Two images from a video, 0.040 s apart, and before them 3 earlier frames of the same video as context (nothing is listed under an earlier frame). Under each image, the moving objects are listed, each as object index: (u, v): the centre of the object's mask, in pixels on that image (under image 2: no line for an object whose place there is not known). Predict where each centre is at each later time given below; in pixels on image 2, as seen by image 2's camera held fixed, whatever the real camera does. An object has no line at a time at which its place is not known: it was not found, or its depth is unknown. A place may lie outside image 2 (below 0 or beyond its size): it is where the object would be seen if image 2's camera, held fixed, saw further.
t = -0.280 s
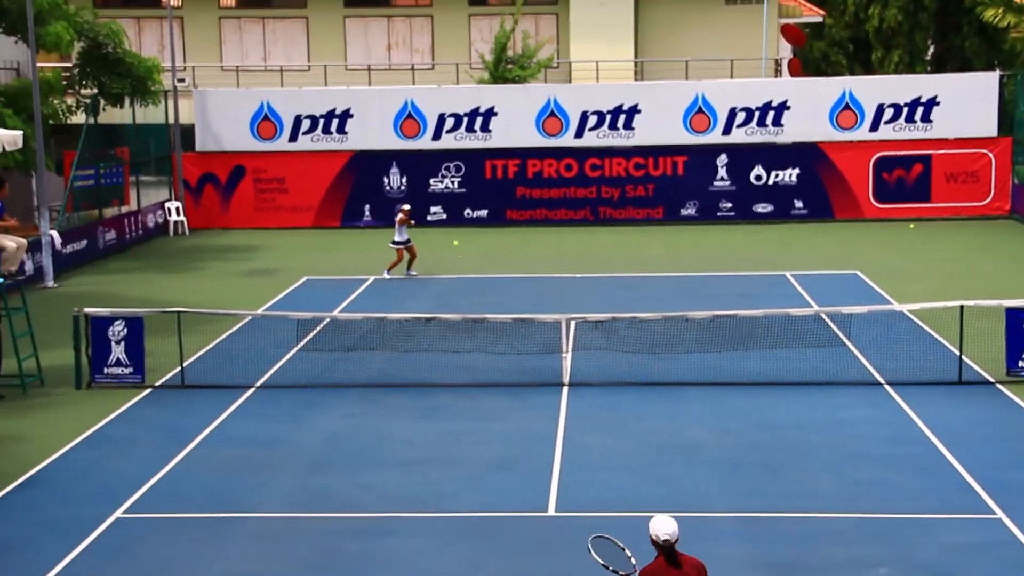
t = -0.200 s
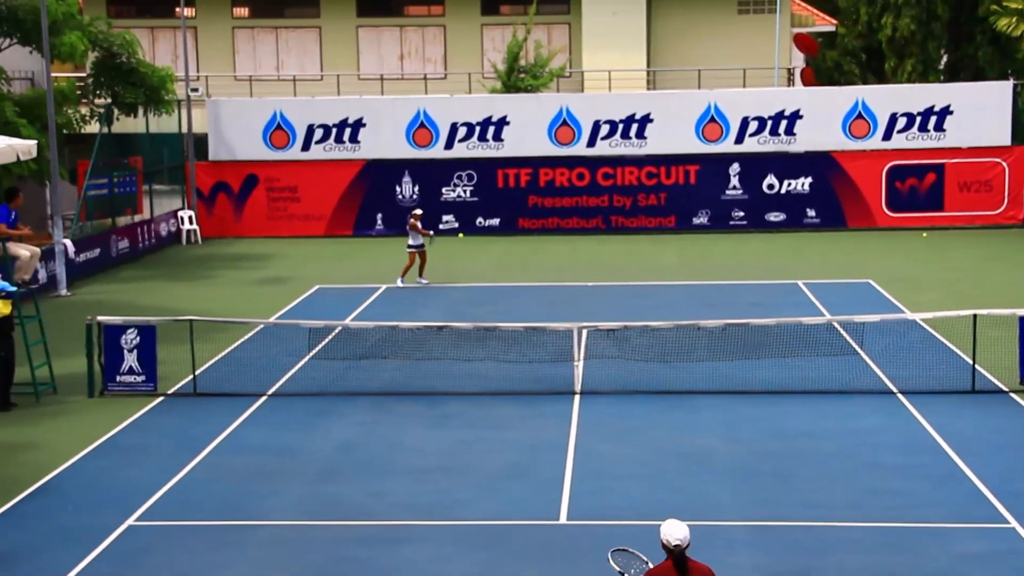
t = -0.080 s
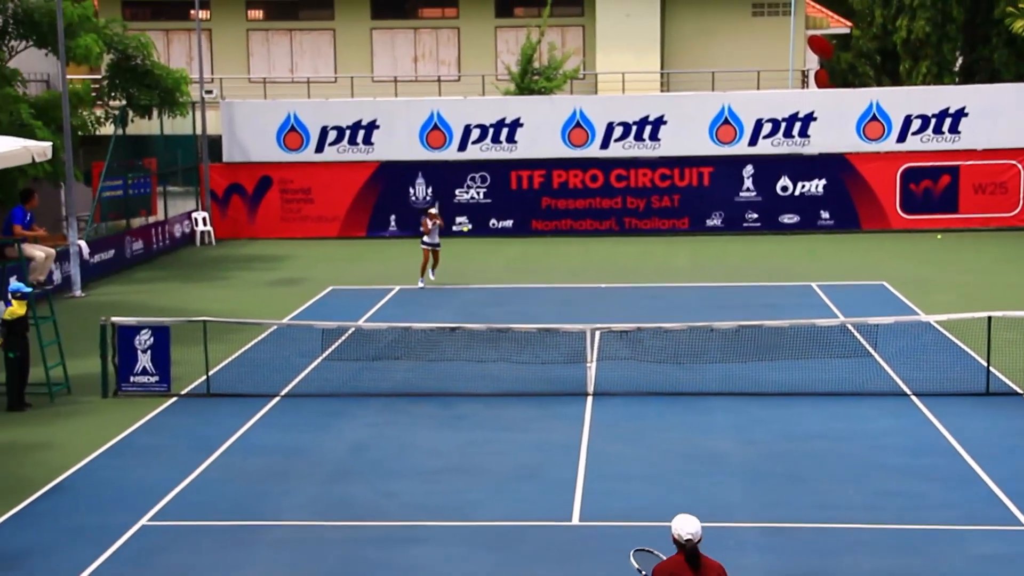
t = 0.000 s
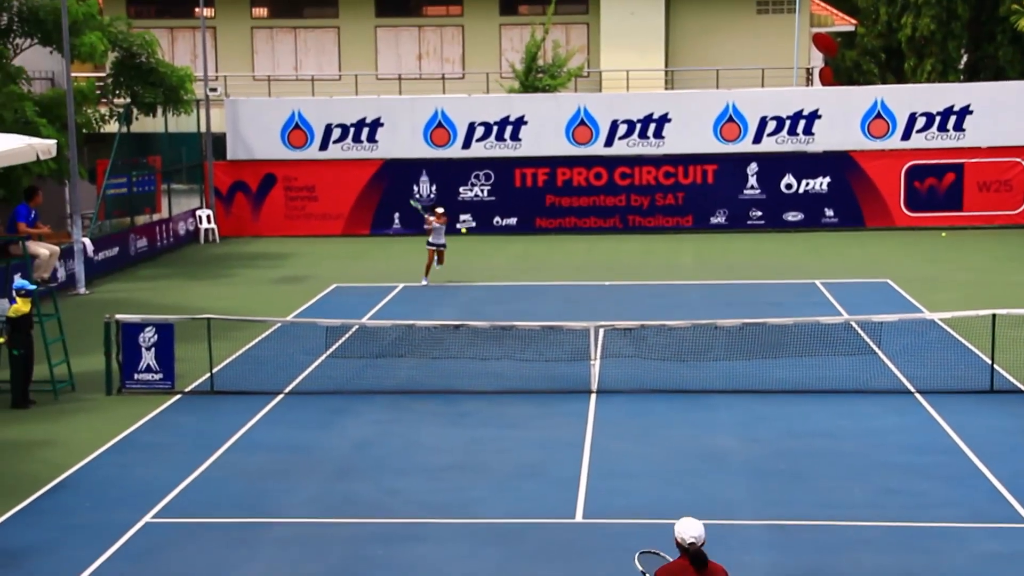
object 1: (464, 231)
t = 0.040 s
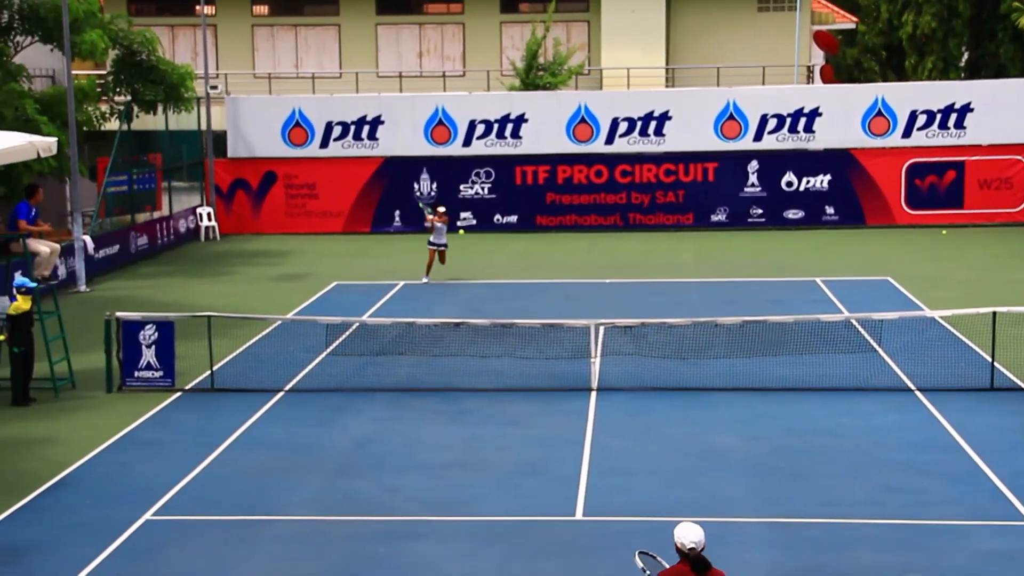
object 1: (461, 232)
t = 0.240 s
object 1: (446, 276)
